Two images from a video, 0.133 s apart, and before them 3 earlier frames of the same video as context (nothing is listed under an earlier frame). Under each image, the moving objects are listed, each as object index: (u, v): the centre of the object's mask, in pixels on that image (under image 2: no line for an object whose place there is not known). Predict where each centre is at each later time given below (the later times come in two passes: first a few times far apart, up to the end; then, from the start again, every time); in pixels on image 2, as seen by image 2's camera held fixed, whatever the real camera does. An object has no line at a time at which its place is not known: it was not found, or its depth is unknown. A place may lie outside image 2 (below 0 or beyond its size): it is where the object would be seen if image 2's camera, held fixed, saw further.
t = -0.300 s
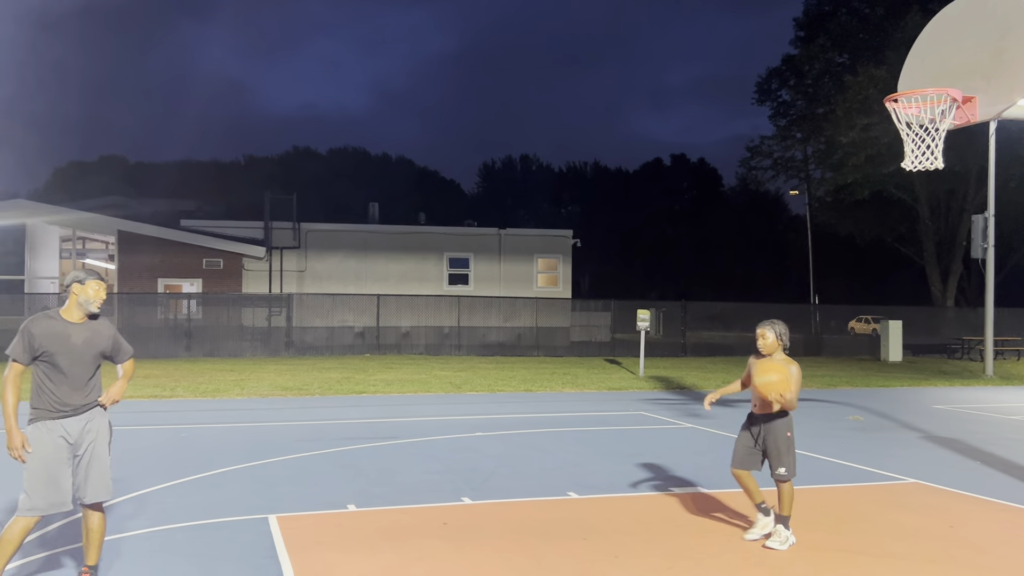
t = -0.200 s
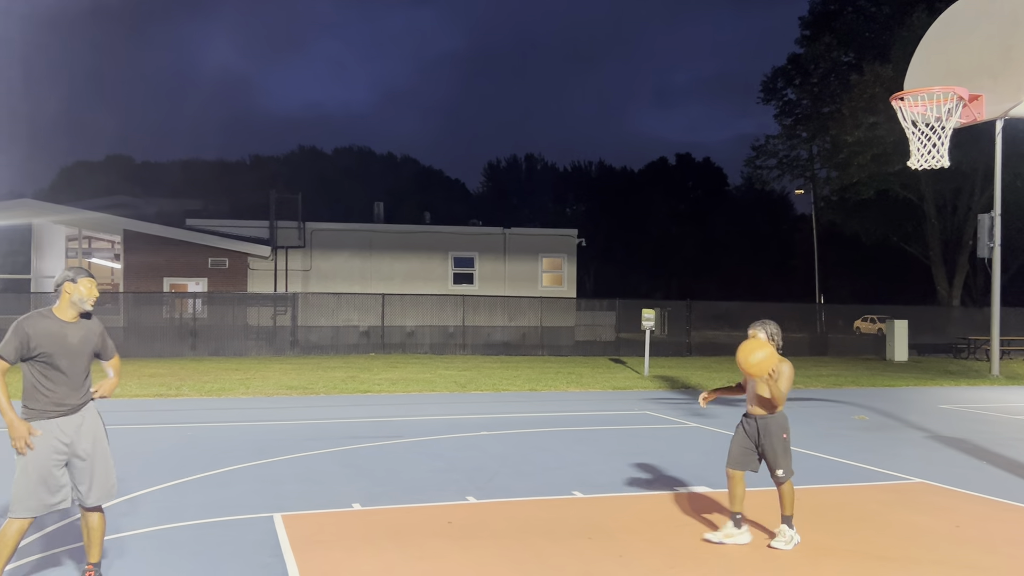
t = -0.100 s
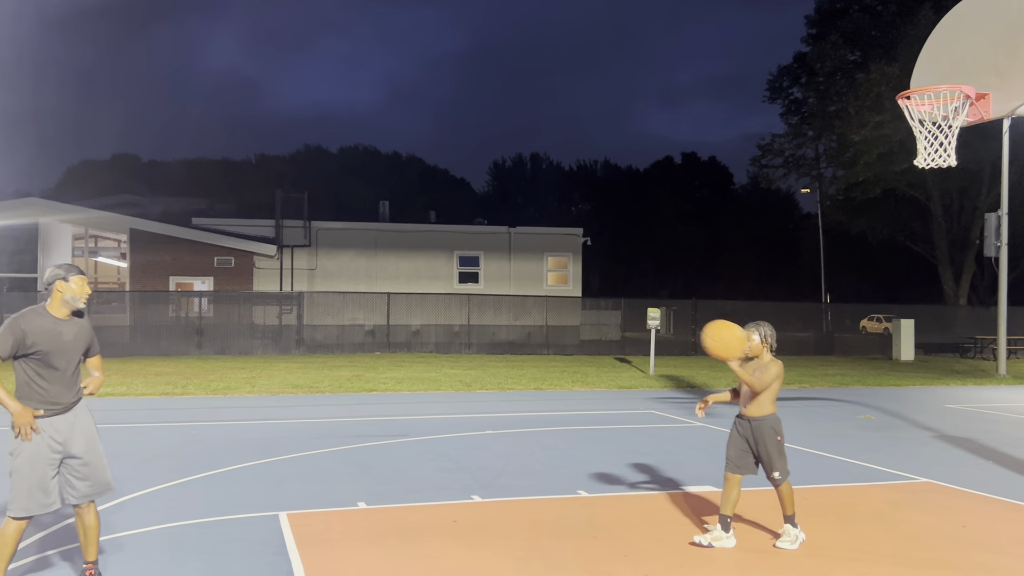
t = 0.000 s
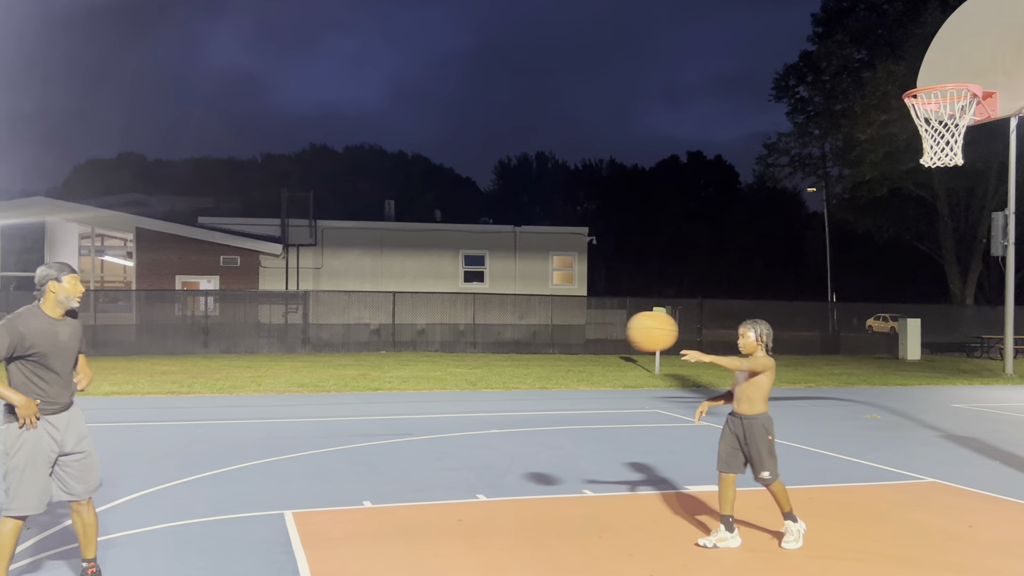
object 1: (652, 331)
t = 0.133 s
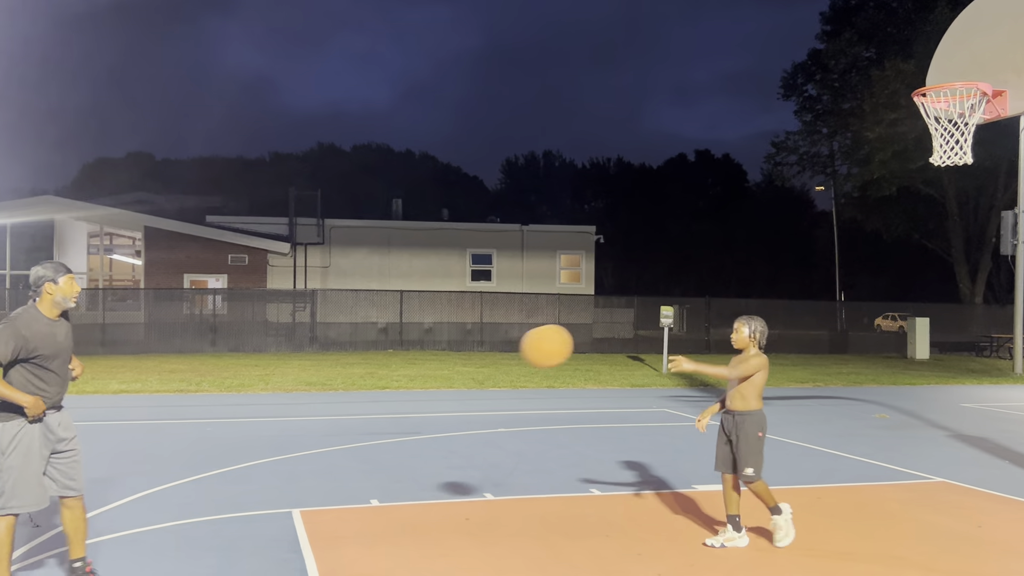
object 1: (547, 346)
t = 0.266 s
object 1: (426, 394)
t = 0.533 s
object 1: (159, 572)
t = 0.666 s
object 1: (91, 492)
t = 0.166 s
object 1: (518, 354)
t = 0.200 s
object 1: (488, 365)
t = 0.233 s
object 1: (457, 378)
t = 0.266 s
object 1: (426, 394)
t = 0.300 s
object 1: (394, 412)
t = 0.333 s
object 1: (361, 433)
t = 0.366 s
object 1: (327, 457)
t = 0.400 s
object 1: (292, 484)
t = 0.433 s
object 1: (256, 512)
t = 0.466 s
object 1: (218, 547)
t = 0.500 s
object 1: (184, 571)
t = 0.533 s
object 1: (159, 572)
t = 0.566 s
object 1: (142, 556)
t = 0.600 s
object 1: (126, 532)
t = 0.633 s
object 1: (108, 511)
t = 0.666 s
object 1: (91, 492)
